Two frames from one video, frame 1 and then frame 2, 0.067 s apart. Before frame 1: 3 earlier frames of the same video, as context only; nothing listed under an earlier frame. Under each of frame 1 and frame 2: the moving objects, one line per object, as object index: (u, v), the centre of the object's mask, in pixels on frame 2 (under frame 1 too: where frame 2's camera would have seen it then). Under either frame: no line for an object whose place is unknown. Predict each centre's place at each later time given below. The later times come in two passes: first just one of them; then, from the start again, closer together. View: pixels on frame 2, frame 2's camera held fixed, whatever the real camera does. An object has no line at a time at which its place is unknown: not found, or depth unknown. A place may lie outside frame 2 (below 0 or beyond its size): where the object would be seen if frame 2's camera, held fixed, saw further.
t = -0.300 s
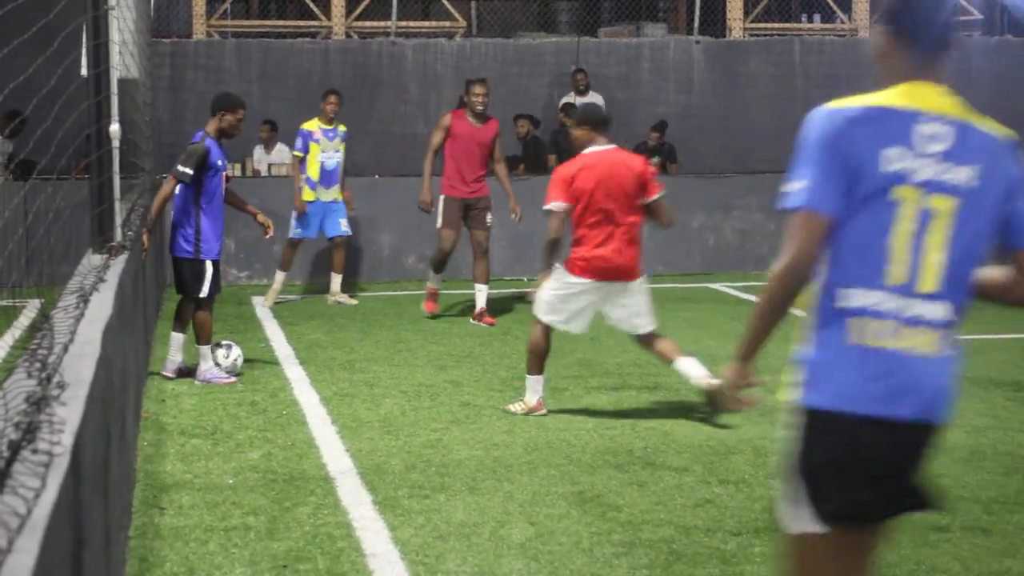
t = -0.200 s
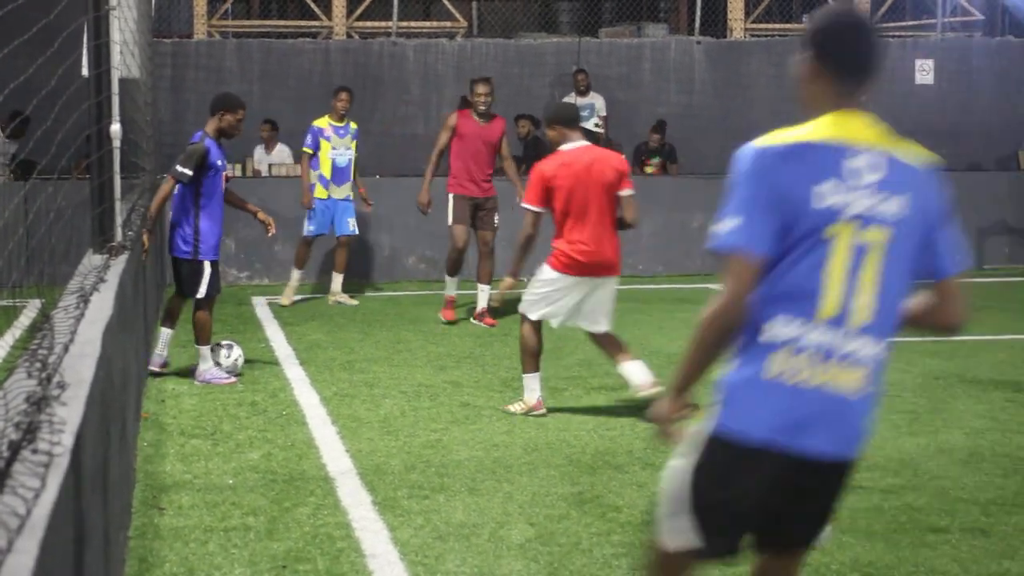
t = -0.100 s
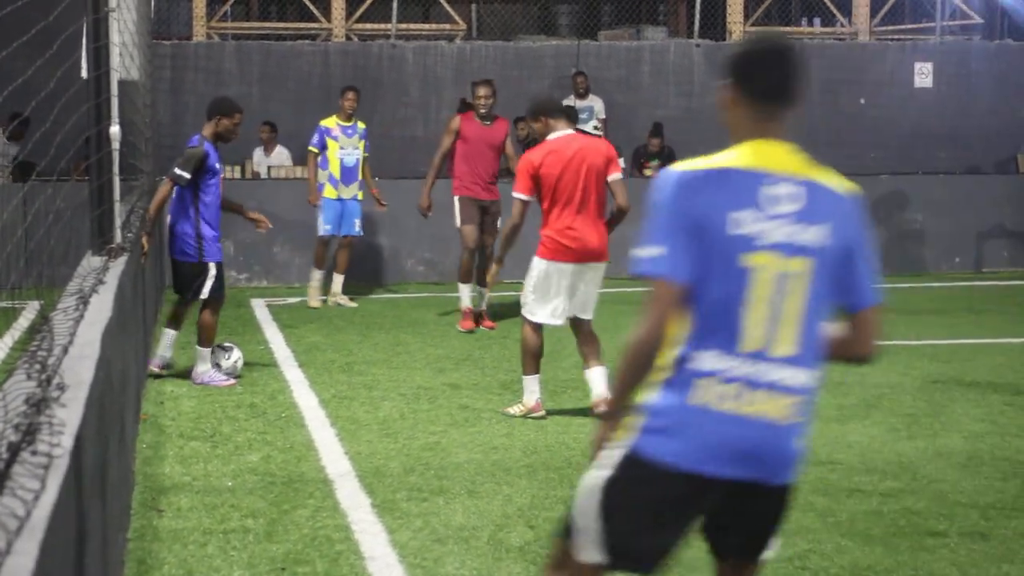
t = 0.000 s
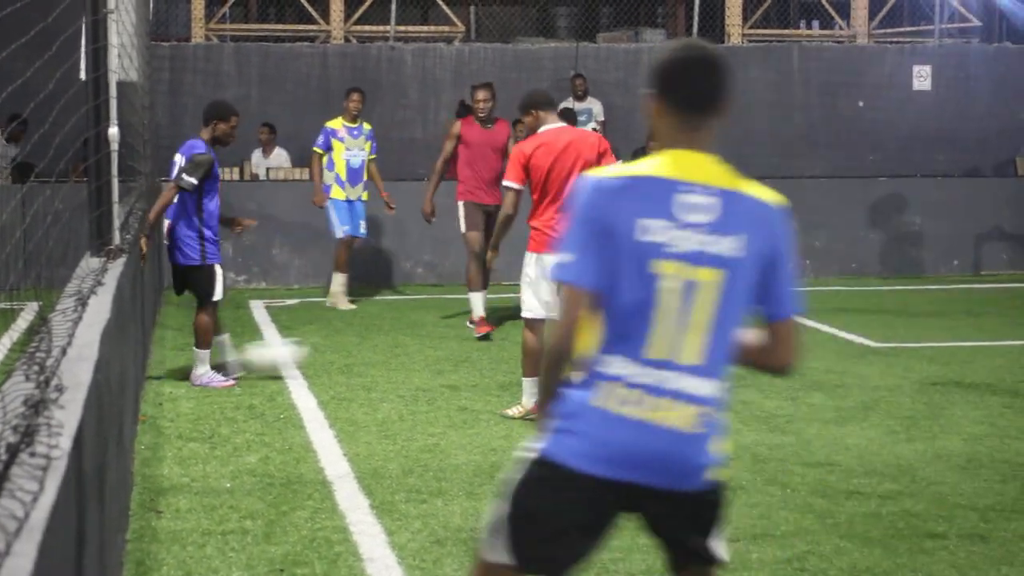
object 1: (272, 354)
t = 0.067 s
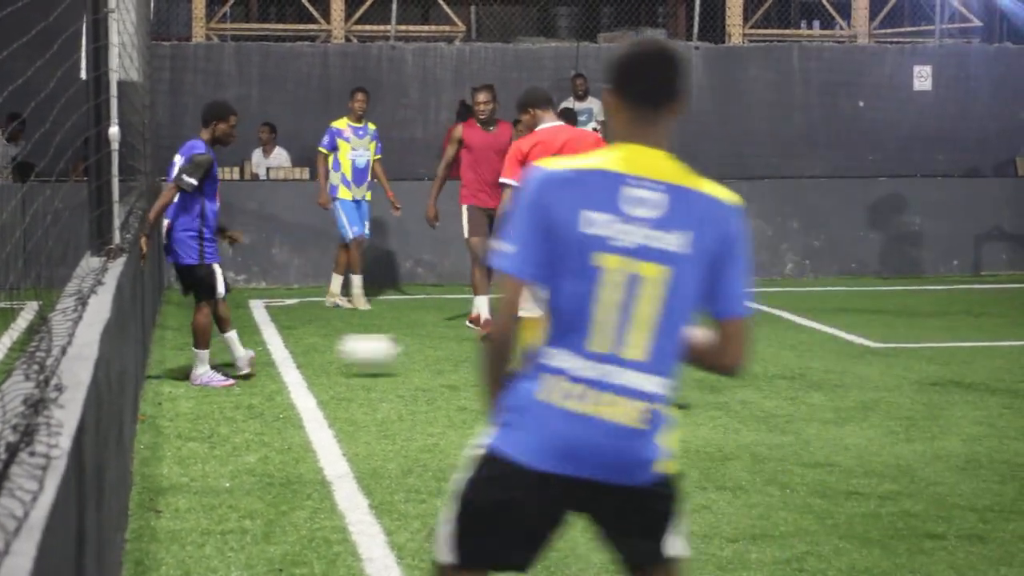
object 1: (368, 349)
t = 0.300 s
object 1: (647, 341)
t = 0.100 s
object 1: (415, 349)
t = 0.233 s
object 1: (597, 344)
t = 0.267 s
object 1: (614, 347)
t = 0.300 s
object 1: (647, 341)
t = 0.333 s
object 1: (675, 340)
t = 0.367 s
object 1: (702, 342)
